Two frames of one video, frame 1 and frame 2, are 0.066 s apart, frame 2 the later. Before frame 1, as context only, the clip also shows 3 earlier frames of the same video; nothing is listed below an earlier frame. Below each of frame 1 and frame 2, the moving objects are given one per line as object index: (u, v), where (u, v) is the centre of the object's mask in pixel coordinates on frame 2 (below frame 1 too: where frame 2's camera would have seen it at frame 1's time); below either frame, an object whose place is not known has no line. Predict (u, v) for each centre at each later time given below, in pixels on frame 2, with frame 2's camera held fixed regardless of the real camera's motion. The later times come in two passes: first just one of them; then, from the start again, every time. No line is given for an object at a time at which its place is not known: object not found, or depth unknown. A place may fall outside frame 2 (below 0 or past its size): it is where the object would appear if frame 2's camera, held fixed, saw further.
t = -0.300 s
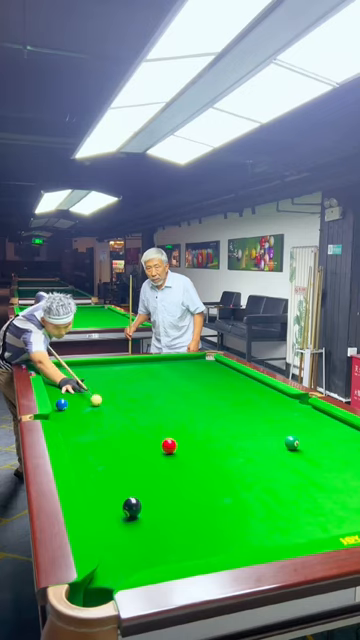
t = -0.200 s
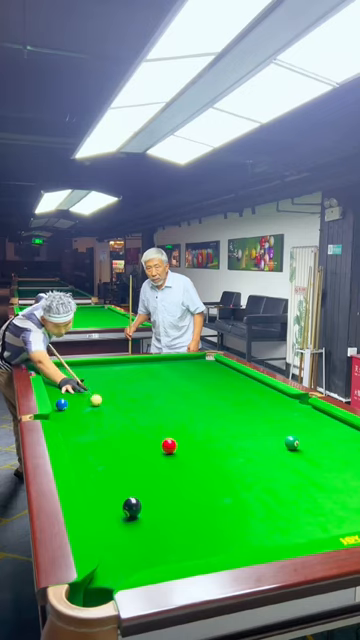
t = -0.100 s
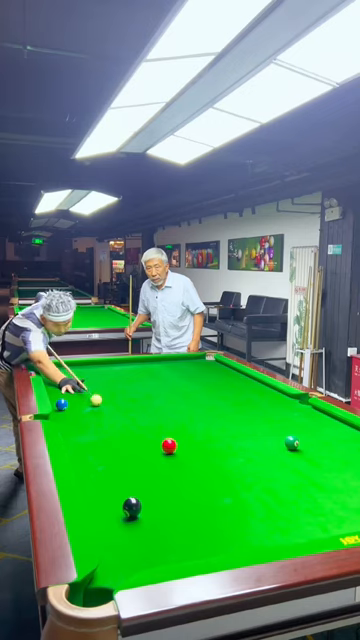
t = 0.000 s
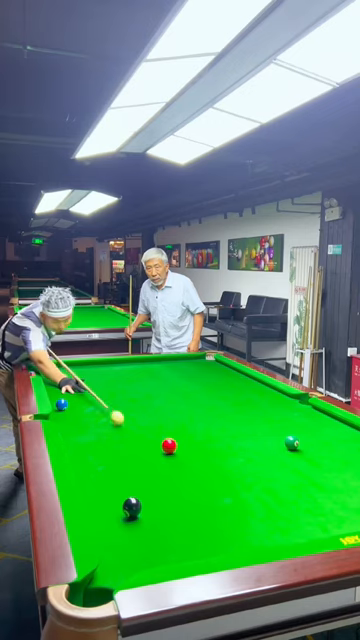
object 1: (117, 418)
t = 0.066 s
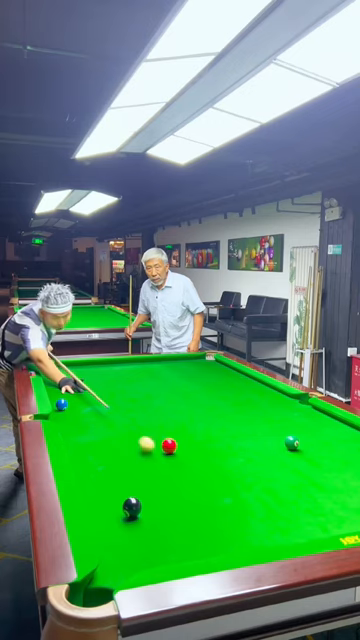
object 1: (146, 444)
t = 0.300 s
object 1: (248, 490)
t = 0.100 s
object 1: (164, 460)
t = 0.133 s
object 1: (185, 479)
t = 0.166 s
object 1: (211, 502)
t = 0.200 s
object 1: (241, 529)
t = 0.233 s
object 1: (260, 531)
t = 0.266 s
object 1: (254, 509)
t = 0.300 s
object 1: (248, 490)
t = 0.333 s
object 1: (244, 474)
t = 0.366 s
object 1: (240, 461)
